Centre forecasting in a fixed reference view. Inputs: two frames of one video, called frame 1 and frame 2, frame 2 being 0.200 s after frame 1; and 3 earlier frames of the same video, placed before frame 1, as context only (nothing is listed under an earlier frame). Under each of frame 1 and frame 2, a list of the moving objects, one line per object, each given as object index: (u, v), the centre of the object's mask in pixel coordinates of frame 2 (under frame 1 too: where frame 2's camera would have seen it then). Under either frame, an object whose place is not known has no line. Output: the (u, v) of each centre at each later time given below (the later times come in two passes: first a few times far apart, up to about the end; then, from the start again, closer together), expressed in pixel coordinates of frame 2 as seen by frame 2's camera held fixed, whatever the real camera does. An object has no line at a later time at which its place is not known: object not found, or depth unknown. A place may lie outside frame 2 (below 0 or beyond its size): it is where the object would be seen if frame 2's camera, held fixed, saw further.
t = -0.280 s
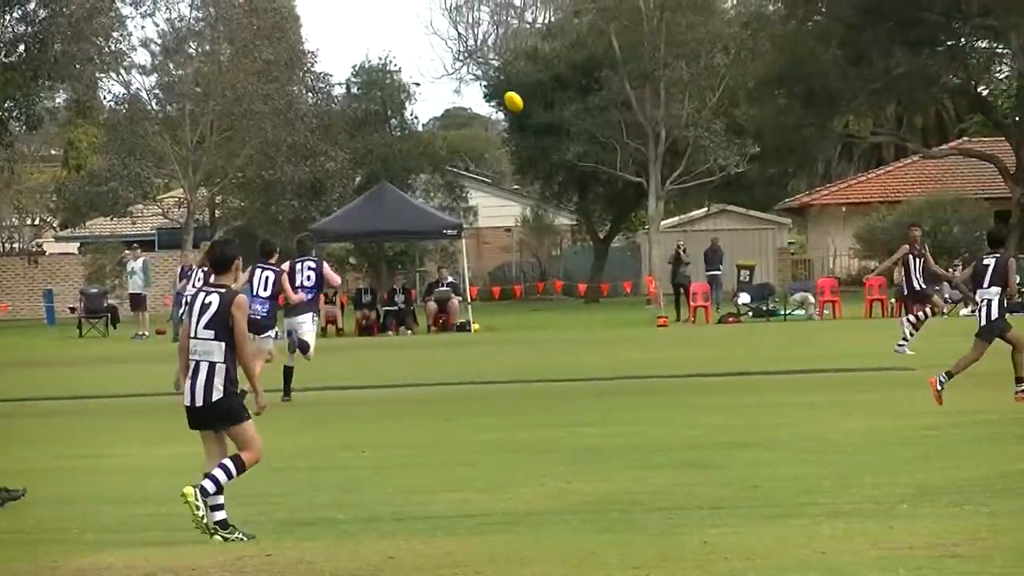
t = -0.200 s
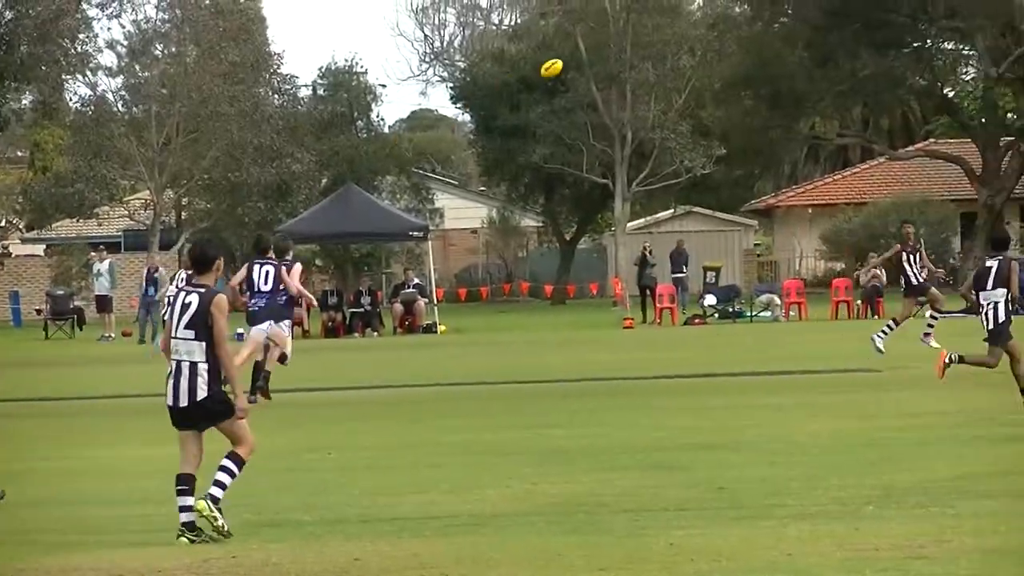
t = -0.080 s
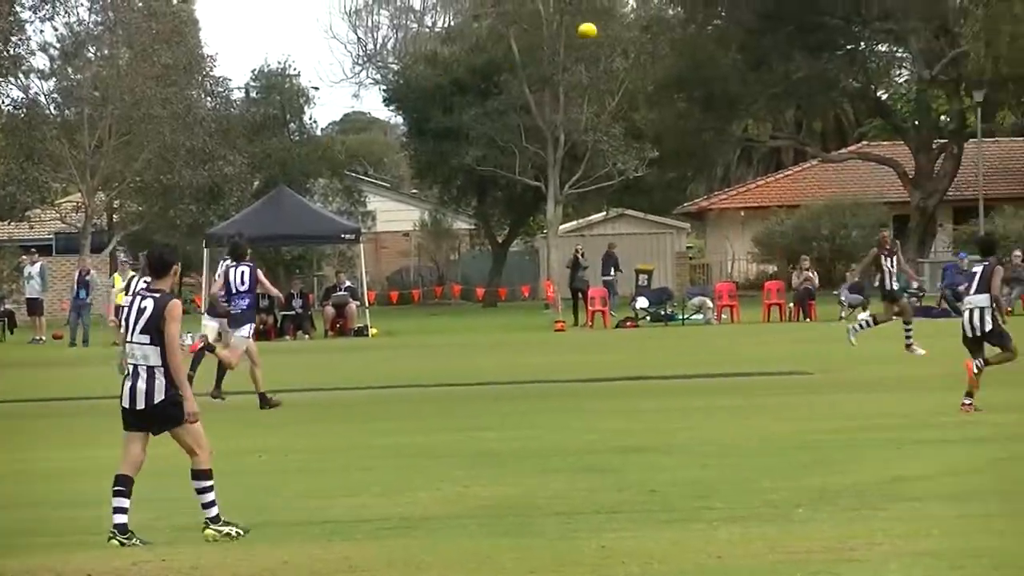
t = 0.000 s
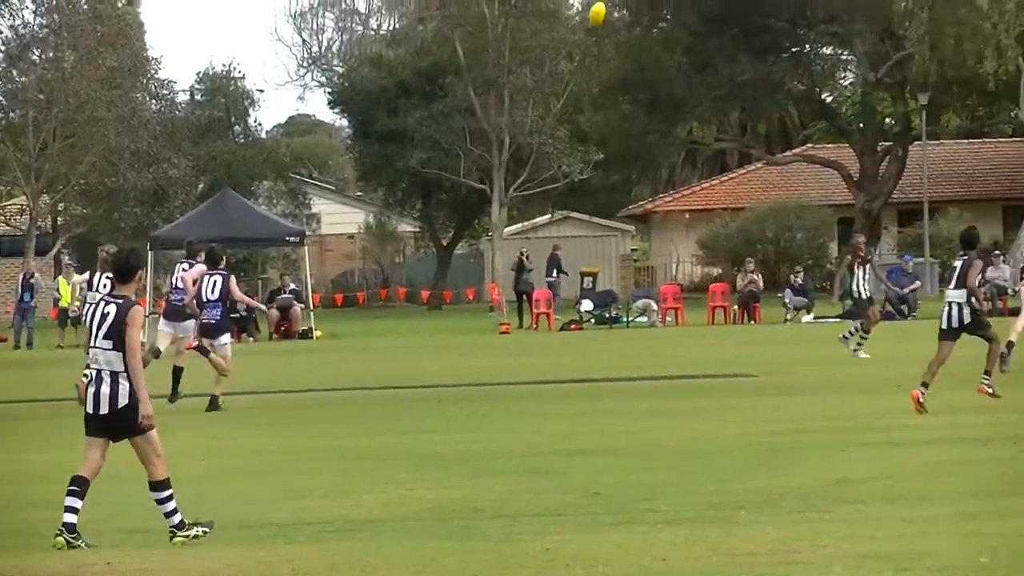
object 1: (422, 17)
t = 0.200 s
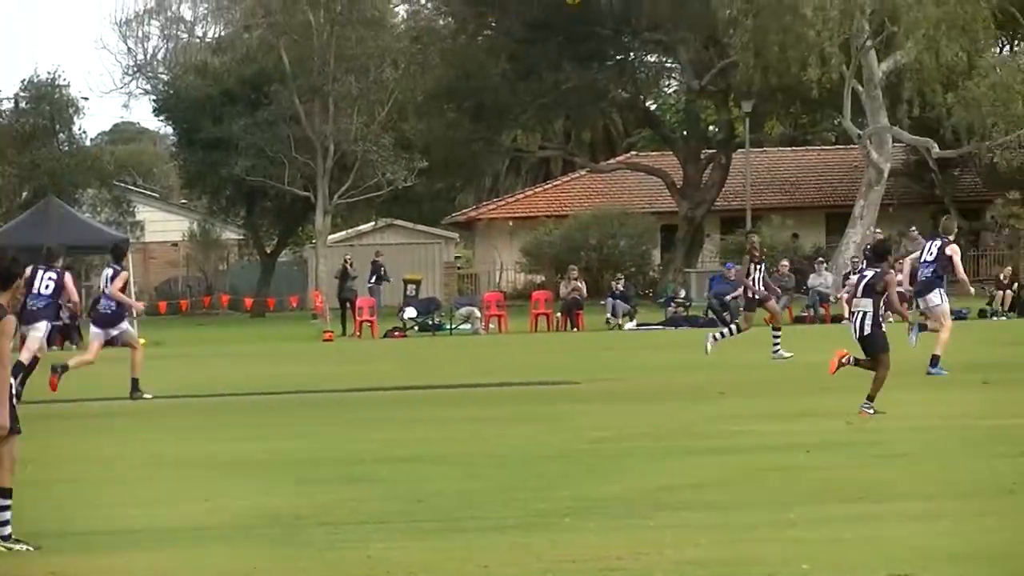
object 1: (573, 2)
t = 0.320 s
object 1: (656, -1)
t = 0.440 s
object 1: (737, 1)
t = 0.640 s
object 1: (866, 37)
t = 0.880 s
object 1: (1008, 111)
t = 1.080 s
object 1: (1119, 201)
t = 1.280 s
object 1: (1224, 313)
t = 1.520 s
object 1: (1303, 294)
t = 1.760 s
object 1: (1369, 266)
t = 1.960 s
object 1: (1419, 280)
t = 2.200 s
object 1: (1479, 336)
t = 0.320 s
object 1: (656, -1)
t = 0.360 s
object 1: (684, -2)
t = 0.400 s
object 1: (711, -2)
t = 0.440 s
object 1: (737, 1)
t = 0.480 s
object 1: (764, 5)
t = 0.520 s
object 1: (789, 12)
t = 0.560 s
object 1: (815, 19)
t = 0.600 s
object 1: (840, 27)
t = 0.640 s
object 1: (866, 37)
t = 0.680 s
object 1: (890, 46)
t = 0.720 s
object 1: (913, 58)
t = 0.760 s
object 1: (938, 70)
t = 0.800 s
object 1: (962, 84)
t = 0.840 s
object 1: (985, 97)
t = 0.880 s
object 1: (1008, 111)
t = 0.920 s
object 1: (1031, 128)
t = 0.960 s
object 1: (1053, 145)
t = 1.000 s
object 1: (1075, 163)
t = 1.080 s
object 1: (1119, 201)
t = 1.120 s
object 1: (1141, 221)
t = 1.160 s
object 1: (1162, 242)
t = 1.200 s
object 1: (1182, 264)
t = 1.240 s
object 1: (1202, 288)
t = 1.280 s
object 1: (1224, 313)
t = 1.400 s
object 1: (1269, 326)
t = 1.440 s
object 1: (1281, 314)
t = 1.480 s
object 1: (1292, 304)
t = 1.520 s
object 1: (1303, 294)
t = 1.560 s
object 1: (1315, 287)
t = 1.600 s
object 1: (1326, 280)
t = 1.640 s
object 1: (1336, 275)
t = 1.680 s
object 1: (1348, 270)
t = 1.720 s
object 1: (1358, 267)
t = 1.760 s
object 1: (1369, 266)
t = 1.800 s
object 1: (1381, 266)
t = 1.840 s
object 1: (1391, 268)
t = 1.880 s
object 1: (1400, 271)
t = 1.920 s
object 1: (1410, 274)
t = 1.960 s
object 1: (1419, 280)
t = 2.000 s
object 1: (1431, 286)
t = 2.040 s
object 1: (1440, 294)
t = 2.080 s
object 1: (1449, 302)
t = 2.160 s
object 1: (1469, 324)
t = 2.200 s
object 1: (1479, 336)
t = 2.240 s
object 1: (1488, 335)
